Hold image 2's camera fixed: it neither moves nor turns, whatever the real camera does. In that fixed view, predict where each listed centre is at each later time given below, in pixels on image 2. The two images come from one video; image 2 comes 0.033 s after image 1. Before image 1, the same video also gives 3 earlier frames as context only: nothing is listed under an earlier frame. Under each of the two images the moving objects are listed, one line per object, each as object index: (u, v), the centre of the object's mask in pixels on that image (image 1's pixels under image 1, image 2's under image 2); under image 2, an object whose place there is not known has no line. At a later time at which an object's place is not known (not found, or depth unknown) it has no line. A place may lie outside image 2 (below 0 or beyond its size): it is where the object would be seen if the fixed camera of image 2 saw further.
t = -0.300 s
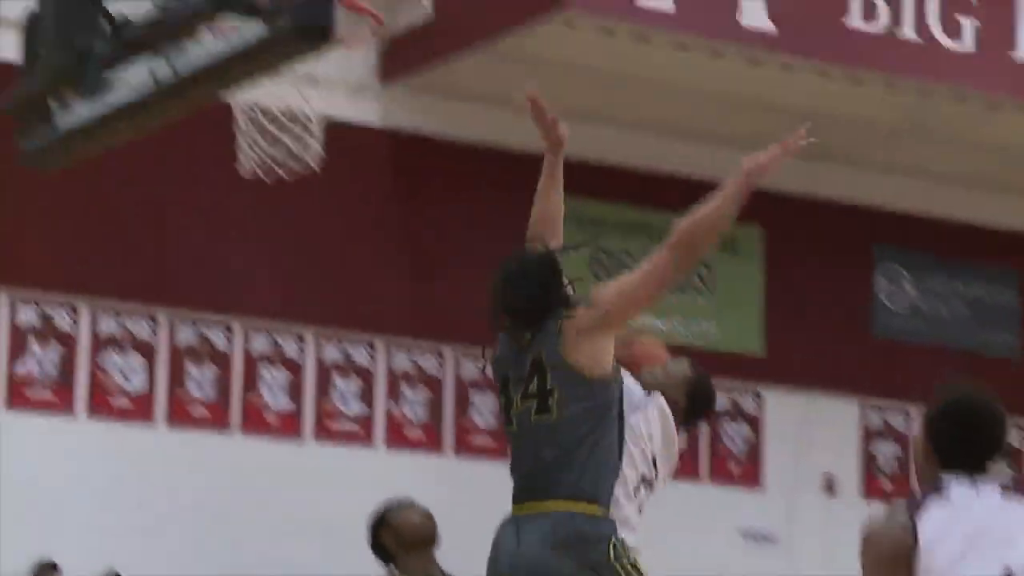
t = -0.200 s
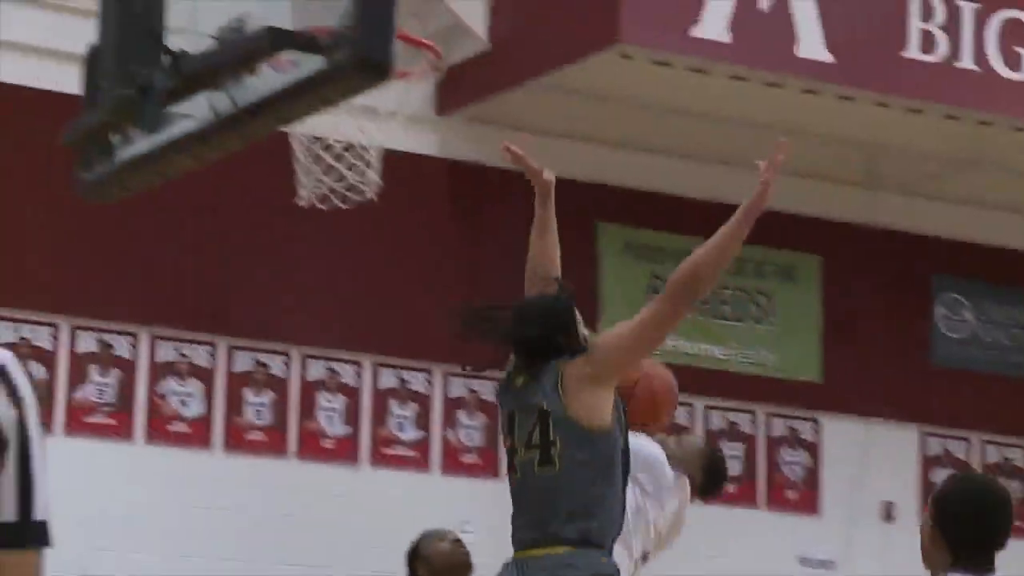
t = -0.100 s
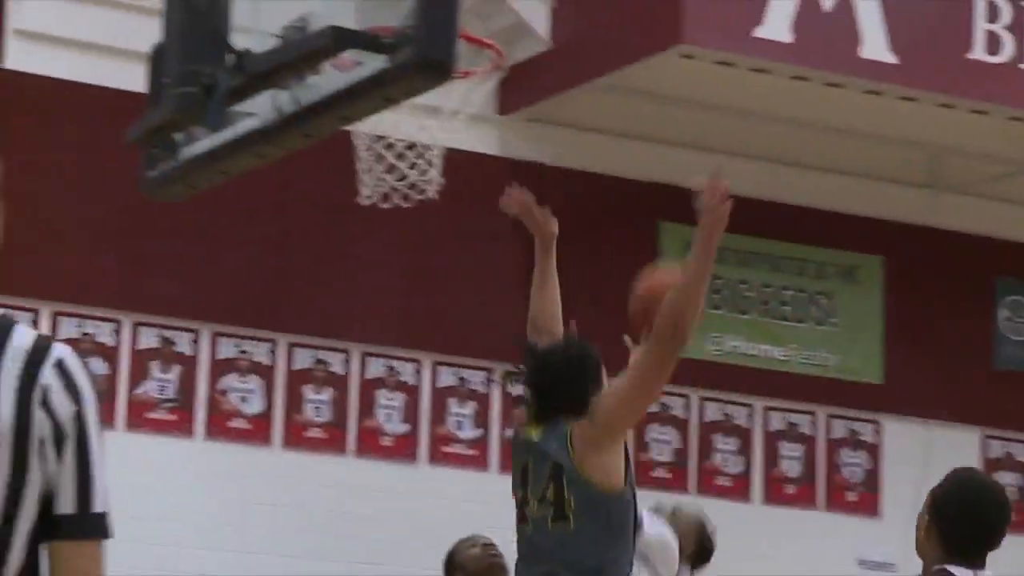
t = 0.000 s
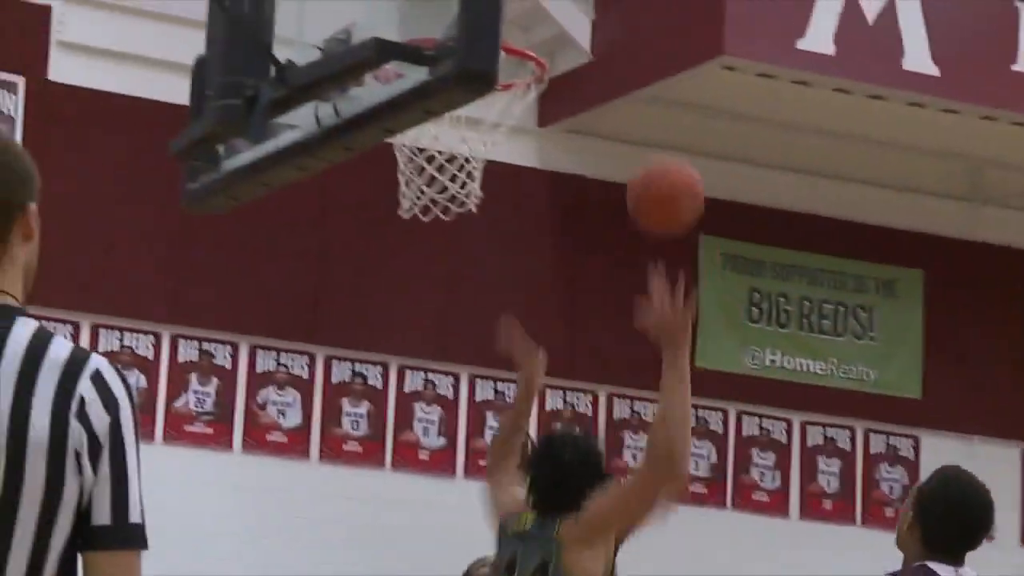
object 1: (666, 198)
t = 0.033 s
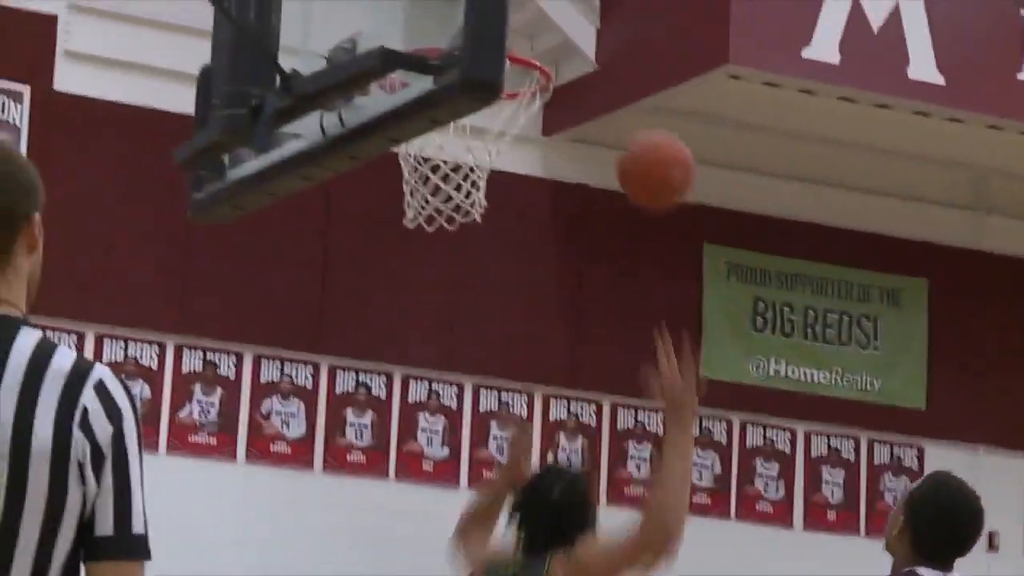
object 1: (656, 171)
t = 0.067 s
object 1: (639, 137)
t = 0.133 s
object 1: (610, 82)
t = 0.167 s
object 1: (596, 58)
